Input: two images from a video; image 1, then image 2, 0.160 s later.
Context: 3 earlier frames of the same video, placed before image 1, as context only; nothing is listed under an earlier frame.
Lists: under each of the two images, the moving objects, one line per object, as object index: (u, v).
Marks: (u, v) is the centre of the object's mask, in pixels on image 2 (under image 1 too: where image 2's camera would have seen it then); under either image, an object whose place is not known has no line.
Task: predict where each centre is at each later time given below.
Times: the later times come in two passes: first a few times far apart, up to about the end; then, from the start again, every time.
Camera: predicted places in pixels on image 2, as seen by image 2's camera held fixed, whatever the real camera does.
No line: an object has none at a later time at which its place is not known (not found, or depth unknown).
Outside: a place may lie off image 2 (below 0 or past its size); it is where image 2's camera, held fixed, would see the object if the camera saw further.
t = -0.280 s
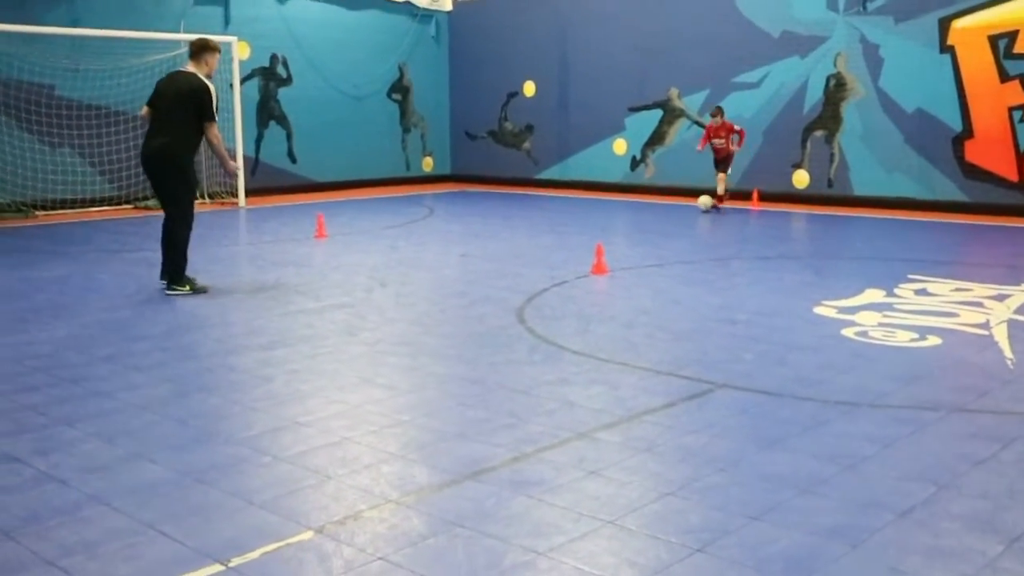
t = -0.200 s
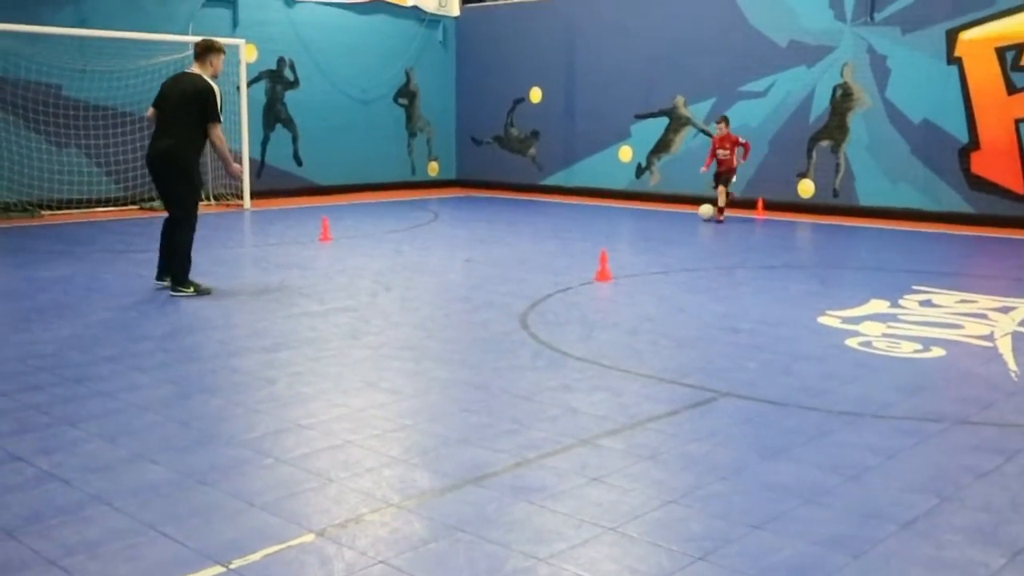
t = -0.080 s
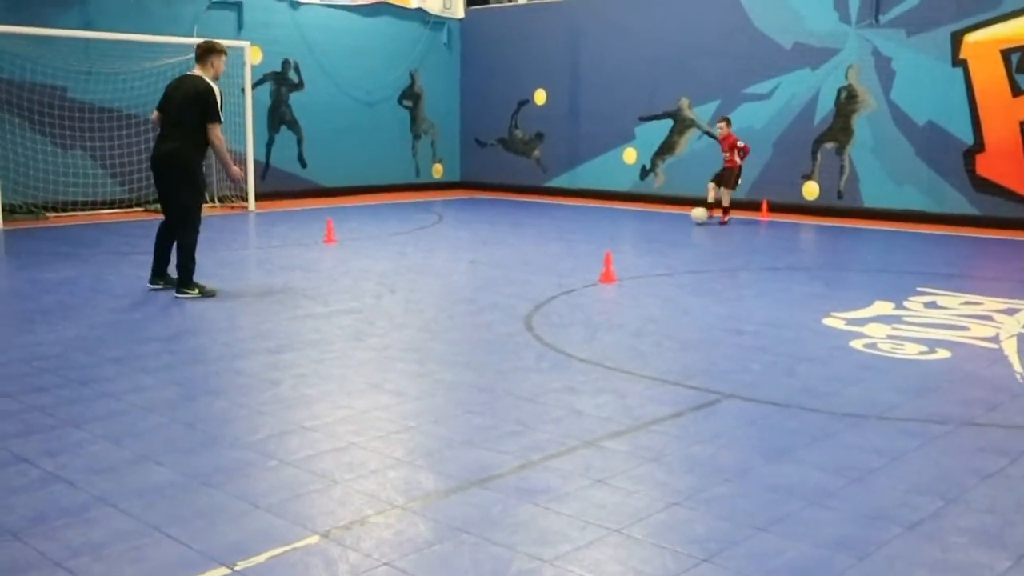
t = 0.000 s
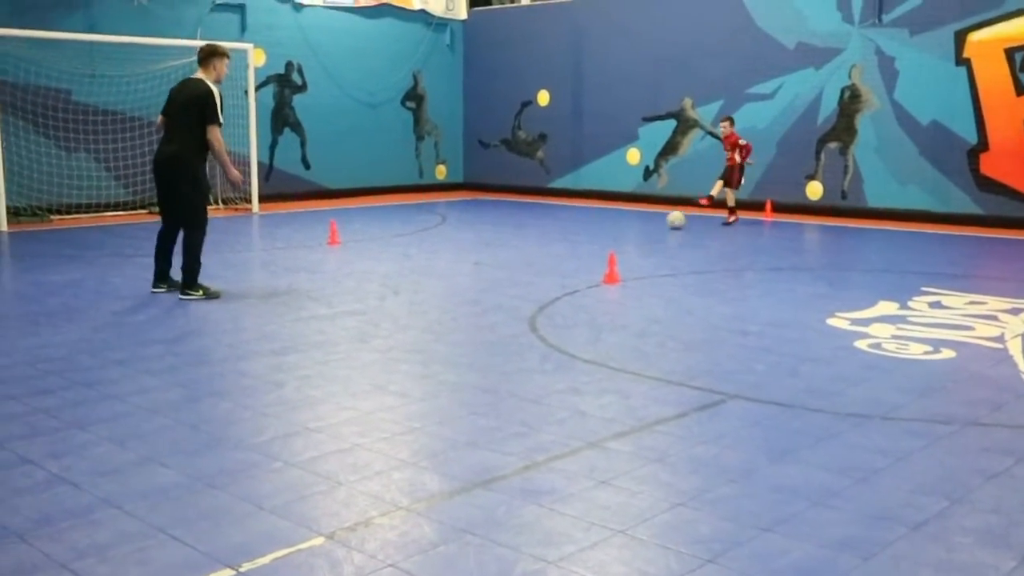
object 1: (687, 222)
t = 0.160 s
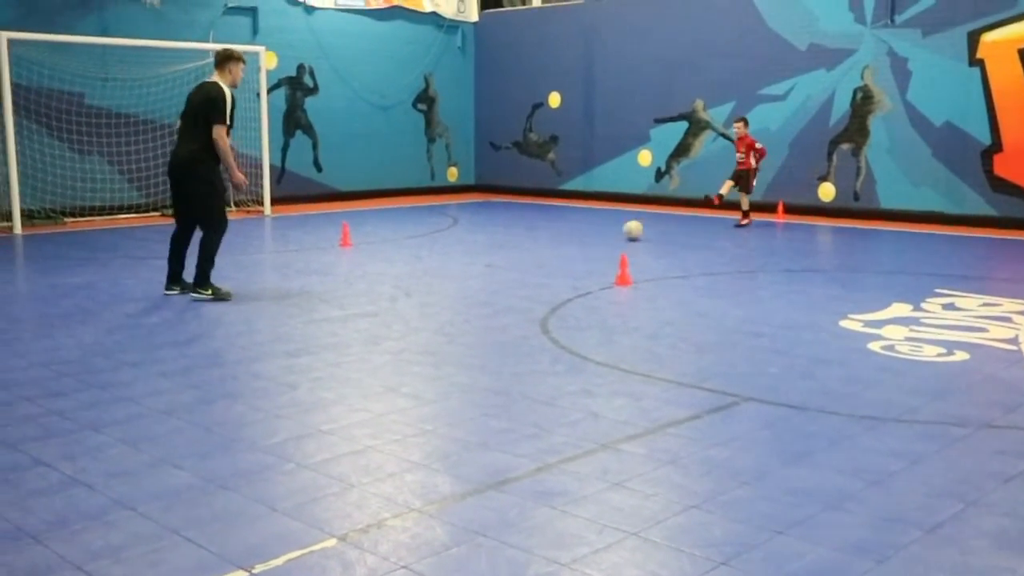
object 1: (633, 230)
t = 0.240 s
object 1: (606, 235)
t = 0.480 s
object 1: (521, 249)
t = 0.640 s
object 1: (465, 258)
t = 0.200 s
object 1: (619, 233)
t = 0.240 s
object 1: (606, 235)
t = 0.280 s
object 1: (591, 237)
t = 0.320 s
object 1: (577, 240)
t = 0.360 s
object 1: (564, 242)
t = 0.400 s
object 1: (550, 244)
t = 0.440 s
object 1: (535, 246)
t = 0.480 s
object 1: (521, 249)
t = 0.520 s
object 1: (507, 250)
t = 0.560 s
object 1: (493, 253)
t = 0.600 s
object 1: (479, 255)
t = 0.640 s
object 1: (465, 258)
